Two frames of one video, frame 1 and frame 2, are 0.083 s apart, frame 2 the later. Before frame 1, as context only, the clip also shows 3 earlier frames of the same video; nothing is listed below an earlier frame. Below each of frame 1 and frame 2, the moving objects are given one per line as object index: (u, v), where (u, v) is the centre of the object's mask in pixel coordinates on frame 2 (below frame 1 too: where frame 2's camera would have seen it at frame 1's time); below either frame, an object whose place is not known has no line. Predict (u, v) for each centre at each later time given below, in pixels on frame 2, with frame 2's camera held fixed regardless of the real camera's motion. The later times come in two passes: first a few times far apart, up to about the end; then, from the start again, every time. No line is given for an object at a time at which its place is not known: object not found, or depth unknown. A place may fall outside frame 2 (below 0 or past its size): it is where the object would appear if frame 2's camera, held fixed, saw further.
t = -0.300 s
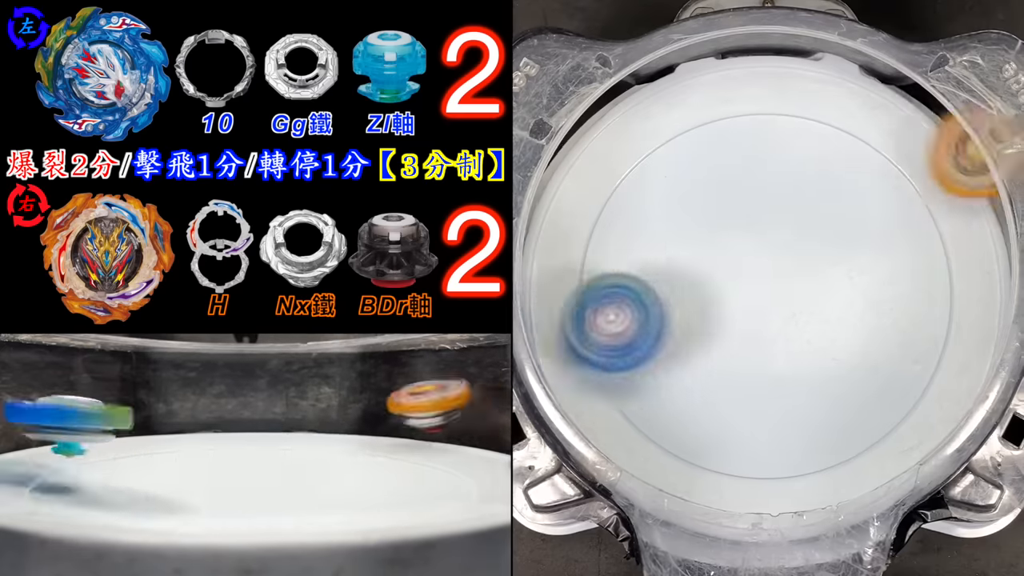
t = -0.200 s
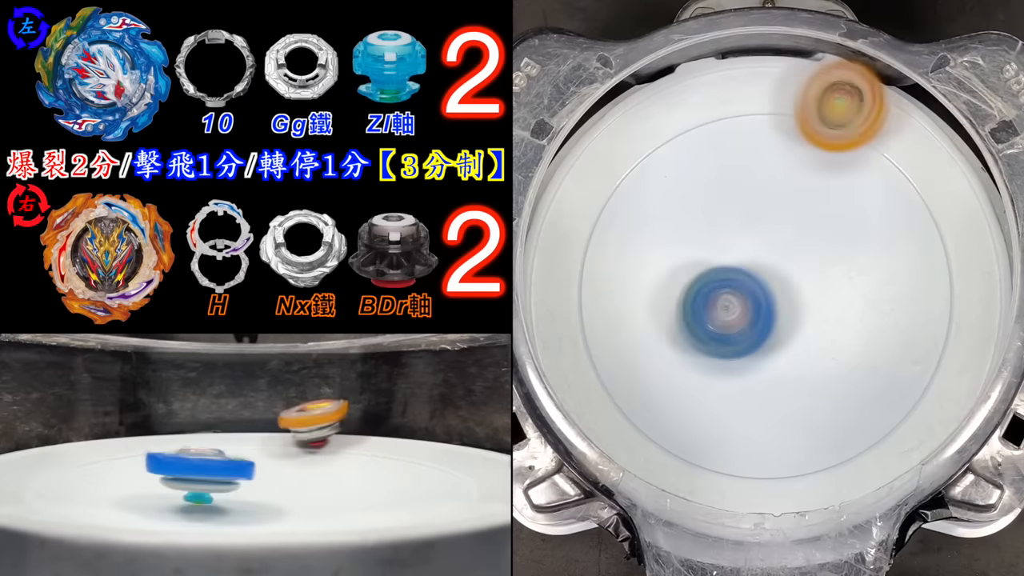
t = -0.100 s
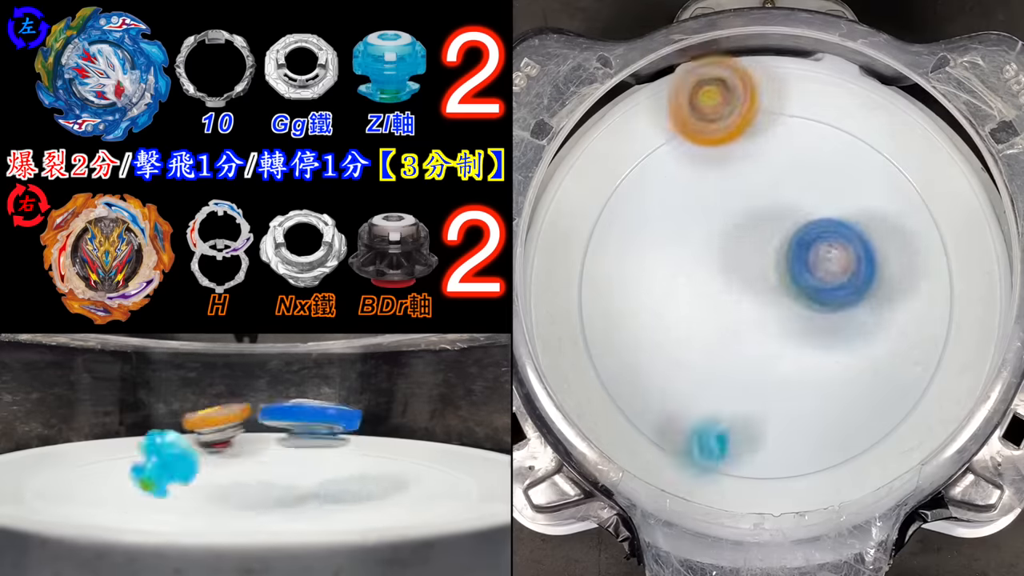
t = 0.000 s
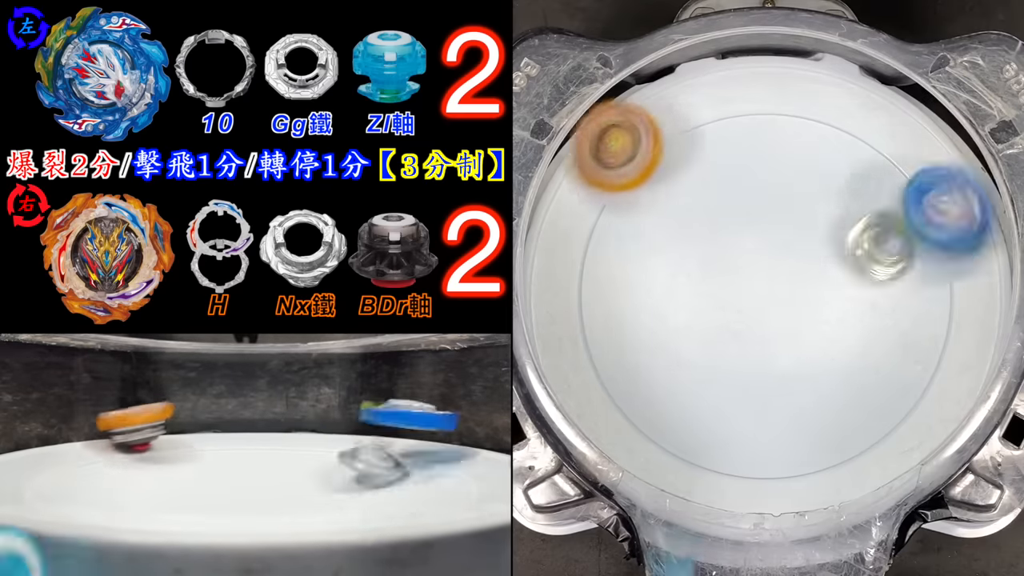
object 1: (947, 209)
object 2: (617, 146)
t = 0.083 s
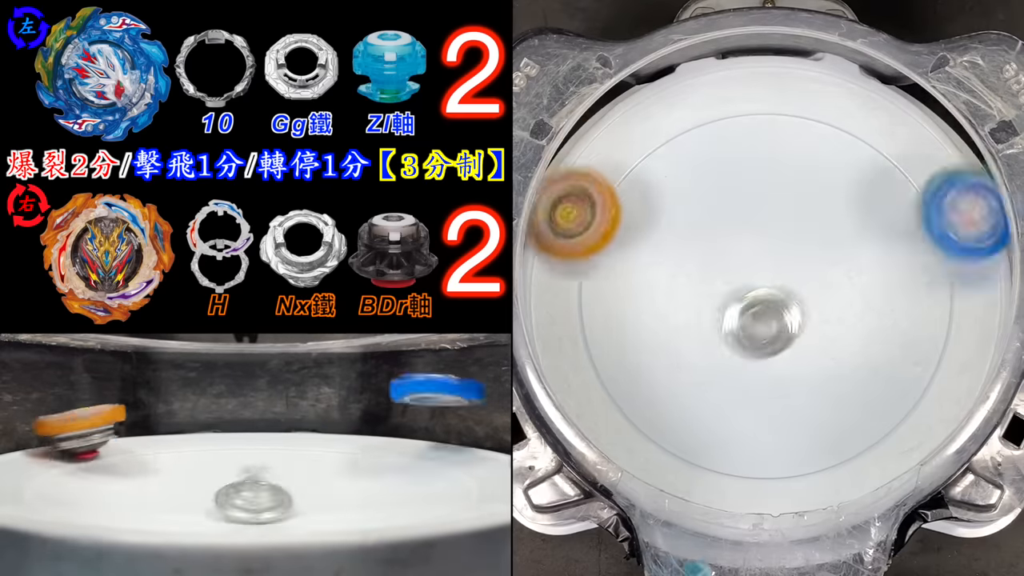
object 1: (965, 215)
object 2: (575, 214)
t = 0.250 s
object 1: (646, 411)
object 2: (576, 305)
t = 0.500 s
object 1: (916, 390)
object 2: (817, 168)
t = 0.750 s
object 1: (980, 193)
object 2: (772, 544)
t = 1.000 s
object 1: (662, 335)
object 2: (750, 168)
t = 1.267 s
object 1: (624, 317)
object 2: (817, 427)
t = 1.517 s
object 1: (688, 301)
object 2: (787, 387)
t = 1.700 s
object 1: (692, 298)
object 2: (796, 362)
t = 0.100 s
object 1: (937, 239)
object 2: (570, 231)
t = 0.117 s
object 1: (907, 262)
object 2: (567, 248)
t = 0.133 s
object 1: (878, 287)
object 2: (566, 264)
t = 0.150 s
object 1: (851, 308)
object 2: (565, 280)
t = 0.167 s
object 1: (821, 327)
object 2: (567, 297)
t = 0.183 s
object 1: (789, 348)
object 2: (569, 315)
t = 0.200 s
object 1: (756, 366)
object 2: (565, 315)
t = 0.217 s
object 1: (721, 383)
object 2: (564, 311)
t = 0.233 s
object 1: (684, 399)
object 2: (569, 308)
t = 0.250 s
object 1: (646, 411)
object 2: (576, 305)
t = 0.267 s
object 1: (618, 414)
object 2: (586, 301)
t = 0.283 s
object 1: (607, 402)
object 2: (597, 298)
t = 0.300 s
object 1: (605, 391)
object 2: (610, 292)
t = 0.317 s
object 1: (618, 417)
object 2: (631, 255)
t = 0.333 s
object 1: (647, 425)
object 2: (652, 216)
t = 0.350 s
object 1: (689, 441)
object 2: (674, 179)
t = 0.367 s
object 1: (722, 450)
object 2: (699, 136)
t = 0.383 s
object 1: (762, 455)
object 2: (727, 103)
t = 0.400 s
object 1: (802, 465)
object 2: (757, 75)
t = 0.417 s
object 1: (828, 462)
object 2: (771, 70)
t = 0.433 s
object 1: (868, 458)
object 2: (783, 83)
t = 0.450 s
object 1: (885, 455)
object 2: (792, 102)
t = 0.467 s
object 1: (899, 428)
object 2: (799, 120)
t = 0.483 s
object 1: (907, 414)
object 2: (808, 145)
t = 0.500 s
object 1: (916, 390)
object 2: (817, 168)
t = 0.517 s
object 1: (921, 372)
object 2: (824, 193)
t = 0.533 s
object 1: (921, 339)
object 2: (831, 217)
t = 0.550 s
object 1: (922, 317)
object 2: (837, 243)
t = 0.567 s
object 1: (926, 286)
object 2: (844, 268)
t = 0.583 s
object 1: (924, 261)
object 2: (849, 295)
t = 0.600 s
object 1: (920, 229)
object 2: (848, 323)
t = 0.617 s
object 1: (920, 204)
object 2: (844, 357)
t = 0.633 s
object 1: (922, 170)
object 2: (836, 378)
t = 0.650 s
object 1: (923, 142)
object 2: (828, 403)
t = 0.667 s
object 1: (930, 126)
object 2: (819, 428)
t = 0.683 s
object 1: (944, 129)
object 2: (811, 455)
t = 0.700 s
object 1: (958, 139)
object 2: (800, 474)
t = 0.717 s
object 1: (970, 156)
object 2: (789, 505)
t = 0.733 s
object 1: (975, 174)
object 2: (779, 530)
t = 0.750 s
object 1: (980, 193)
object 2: (772, 544)
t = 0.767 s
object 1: (986, 220)
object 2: (769, 521)
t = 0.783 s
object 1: (981, 234)
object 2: (763, 465)
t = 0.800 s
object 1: (965, 244)
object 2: (758, 415)
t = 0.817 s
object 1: (935, 255)
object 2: (753, 367)
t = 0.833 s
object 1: (907, 267)
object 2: (749, 322)
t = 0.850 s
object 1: (877, 280)
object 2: (743, 279)
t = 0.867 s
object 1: (849, 293)
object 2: (740, 239)
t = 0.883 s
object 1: (820, 303)
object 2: (739, 198)
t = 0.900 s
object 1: (795, 308)
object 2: (738, 156)
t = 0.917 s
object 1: (772, 312)
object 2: (737, 114)
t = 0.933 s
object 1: (748, 318)
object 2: (736, 83)
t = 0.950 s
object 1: (724, 323)
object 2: (739, 101)
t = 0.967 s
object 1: (702, 328)
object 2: (742, 122)
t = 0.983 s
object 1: (680, 333)
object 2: (746, 145)
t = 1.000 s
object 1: (662, 335)
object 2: (750, 168)
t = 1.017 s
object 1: (644, 337)
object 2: (753, 192)
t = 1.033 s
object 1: (628, 340)
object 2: (759, 211)
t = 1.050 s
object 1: (618, 338)
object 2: (766, 228)
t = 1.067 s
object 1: (609, 336)
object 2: (774, 246)
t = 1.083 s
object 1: (603, 333)
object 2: (780, 266)
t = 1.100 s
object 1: (600, 330)
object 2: (786, 285)
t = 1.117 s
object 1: (599, 328)
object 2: (792, 303)
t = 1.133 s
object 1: (599, 325)
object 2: (796, 319)
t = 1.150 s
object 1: (600, 324)
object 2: (798, 335)
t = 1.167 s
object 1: (603, 323)
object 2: (802, 352)
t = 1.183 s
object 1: (606, 322)
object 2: (805, 369)
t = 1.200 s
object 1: (609, 321)
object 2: (809, 382)
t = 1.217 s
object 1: (613, 320)
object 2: (812, 394)
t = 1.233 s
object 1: (617, 319)
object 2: (814, 407)
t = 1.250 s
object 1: (620, 318)
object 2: (816, 418)
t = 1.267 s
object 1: (624, 317)
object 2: (817, 427)
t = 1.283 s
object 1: (628, 317)
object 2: (817, 434)
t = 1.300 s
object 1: (633, 316)
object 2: (816, 435)
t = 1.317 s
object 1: (637, 315)
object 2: (815, 434)
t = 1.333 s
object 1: (642, 314)
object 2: (813, 434)
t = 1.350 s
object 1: (647, 313)
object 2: (811, 433)
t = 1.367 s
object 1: (652, 312)
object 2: (809, 430)
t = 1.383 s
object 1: (657, 311)
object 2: (806, 427)
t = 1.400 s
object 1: (662, 310)
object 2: (803, 423)
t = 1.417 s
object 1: (667, 308)
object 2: (799, 418)
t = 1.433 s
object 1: (671, 306)
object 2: (796, 413)
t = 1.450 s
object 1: (675, 305)
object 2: (794, 407)
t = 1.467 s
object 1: (679, 303)
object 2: (791, 402)
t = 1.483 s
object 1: (682, 302)
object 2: (789, 396)
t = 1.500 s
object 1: (685, 302)
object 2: (787, 391)
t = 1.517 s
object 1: (688, 301)
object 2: (787, 387)
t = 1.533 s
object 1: (690, 300)
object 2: (787, 382)
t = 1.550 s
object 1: (691, 300)
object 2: (787, 378)
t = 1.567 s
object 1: (692, 299)
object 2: (788, 374)
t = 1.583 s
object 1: (692, 299)
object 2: (790, 371)
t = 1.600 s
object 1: (692, 298)
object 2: (791, 368)
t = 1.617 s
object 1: (692, 298)
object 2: (793, 366)
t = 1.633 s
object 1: (692, 298)
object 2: (794, 365)
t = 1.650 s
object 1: (692, 298)
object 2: (795, 364)
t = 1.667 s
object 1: (692, 298)
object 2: (796, 363)
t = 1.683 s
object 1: (692, 298)
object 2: (796, 363)
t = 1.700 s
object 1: (692, 298)
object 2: (796, 362)
